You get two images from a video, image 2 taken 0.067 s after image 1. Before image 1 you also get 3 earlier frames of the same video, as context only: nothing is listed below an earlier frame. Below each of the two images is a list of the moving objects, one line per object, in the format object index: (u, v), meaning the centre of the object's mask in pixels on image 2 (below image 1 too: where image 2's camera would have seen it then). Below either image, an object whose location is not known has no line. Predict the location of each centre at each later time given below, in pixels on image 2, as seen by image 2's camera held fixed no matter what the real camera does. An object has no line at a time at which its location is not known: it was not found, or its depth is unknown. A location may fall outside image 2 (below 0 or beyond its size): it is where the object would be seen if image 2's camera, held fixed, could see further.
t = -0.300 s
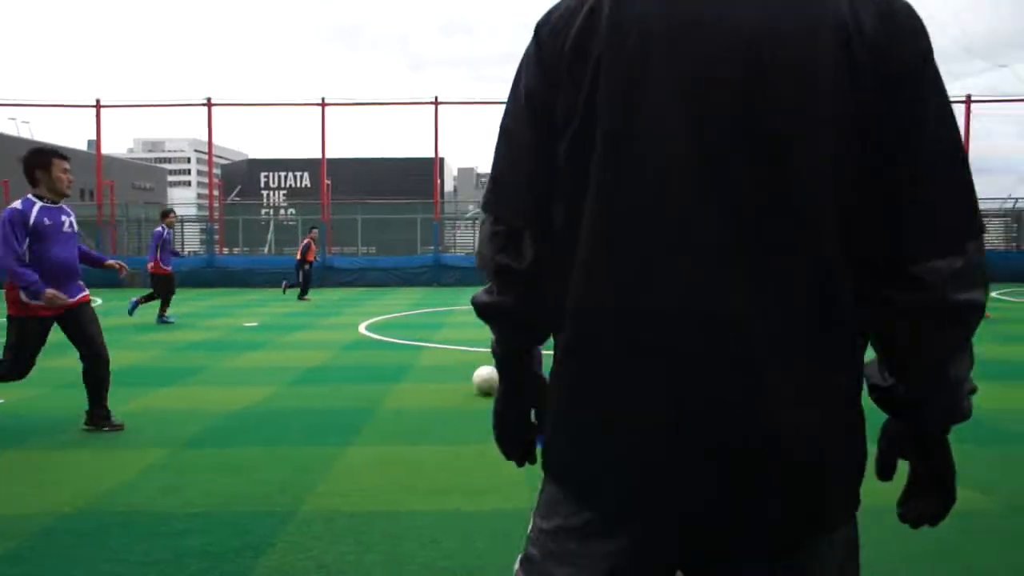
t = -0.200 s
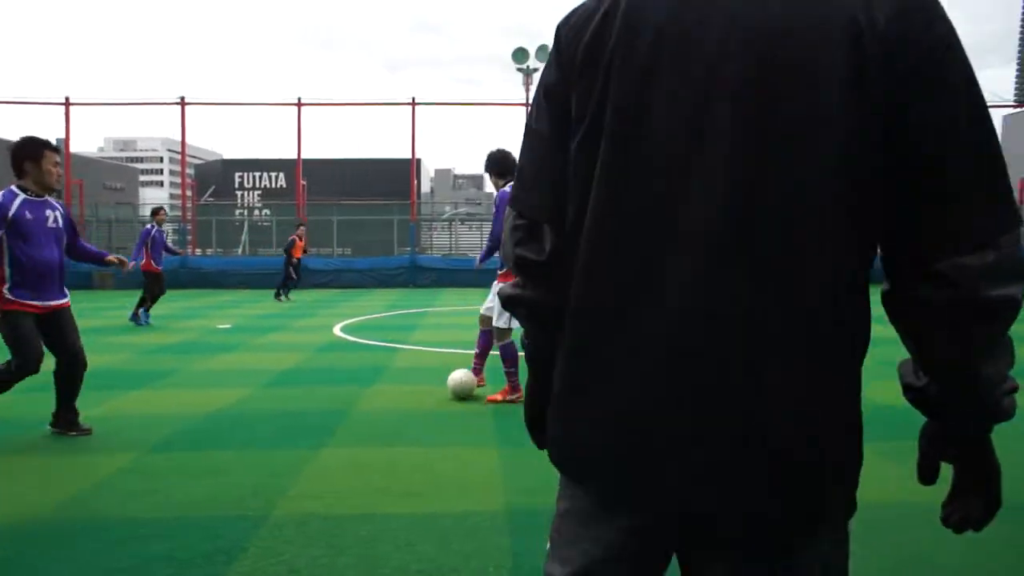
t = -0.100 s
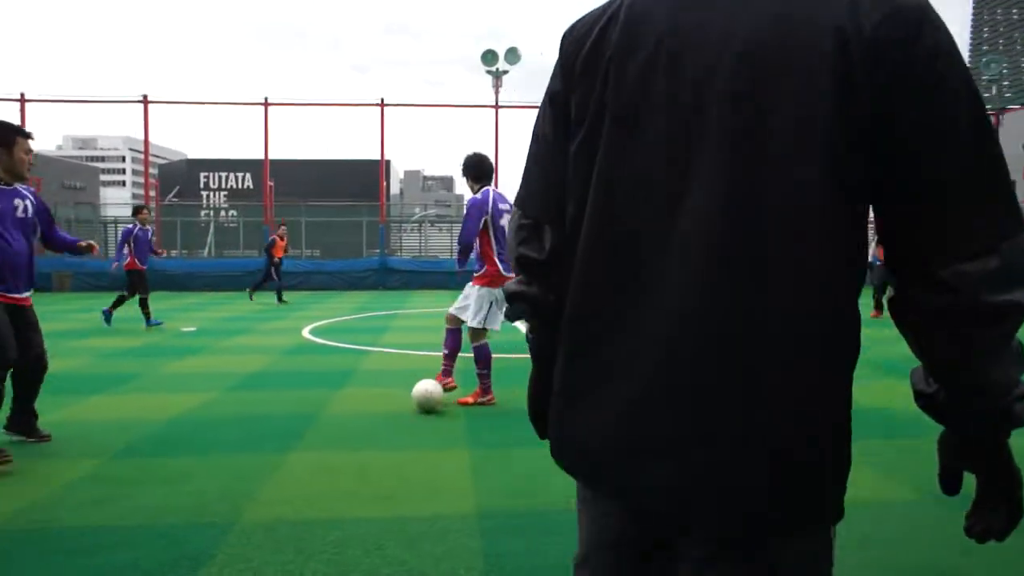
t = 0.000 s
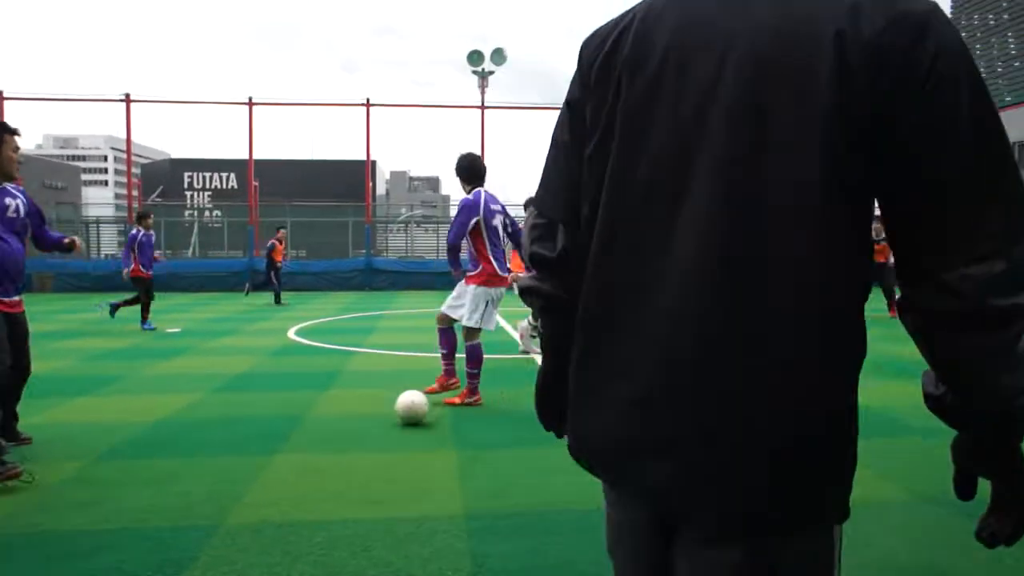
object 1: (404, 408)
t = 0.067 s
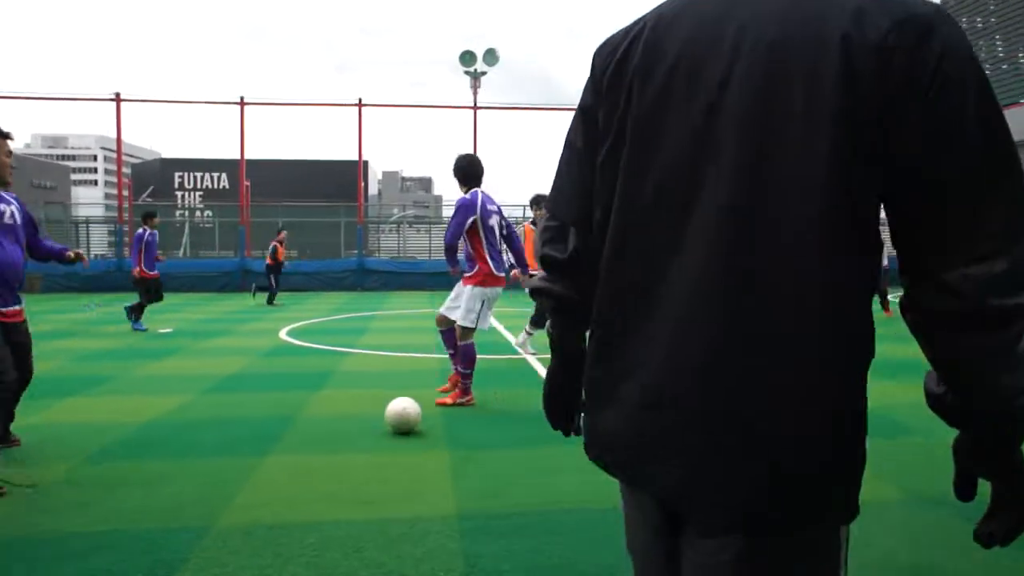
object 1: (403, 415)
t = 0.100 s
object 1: (402, 418)
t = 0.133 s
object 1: (401, 421)
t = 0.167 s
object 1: (400, 425)
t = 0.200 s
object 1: (399, 428)
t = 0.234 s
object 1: (398, 431)
